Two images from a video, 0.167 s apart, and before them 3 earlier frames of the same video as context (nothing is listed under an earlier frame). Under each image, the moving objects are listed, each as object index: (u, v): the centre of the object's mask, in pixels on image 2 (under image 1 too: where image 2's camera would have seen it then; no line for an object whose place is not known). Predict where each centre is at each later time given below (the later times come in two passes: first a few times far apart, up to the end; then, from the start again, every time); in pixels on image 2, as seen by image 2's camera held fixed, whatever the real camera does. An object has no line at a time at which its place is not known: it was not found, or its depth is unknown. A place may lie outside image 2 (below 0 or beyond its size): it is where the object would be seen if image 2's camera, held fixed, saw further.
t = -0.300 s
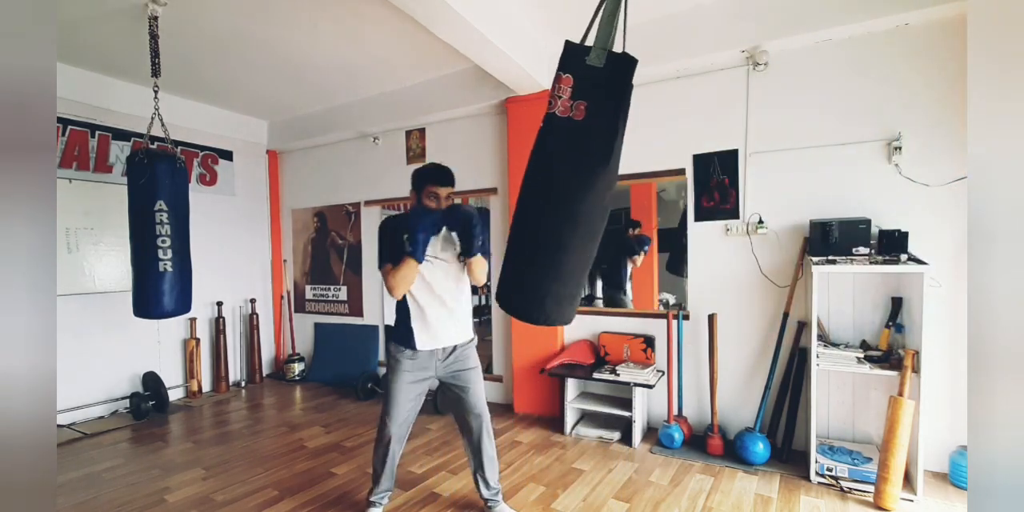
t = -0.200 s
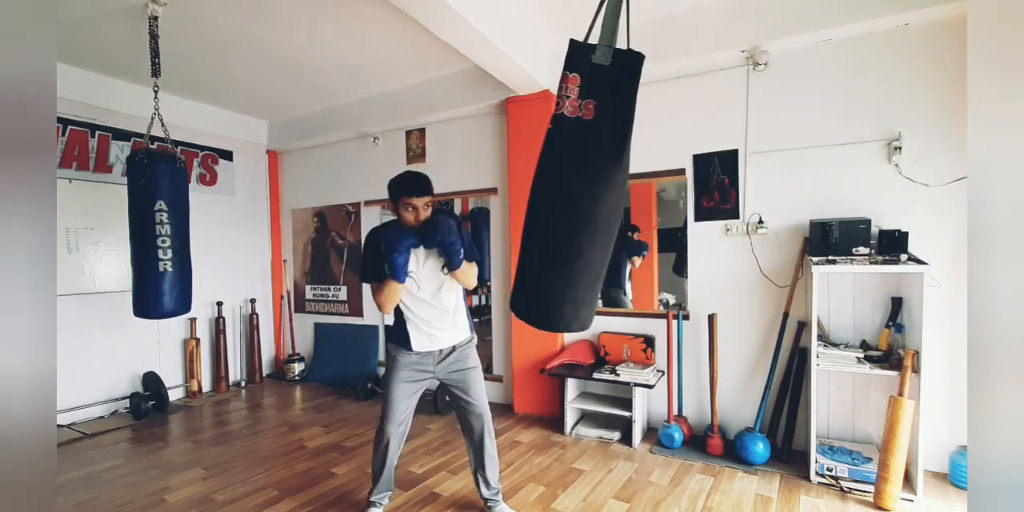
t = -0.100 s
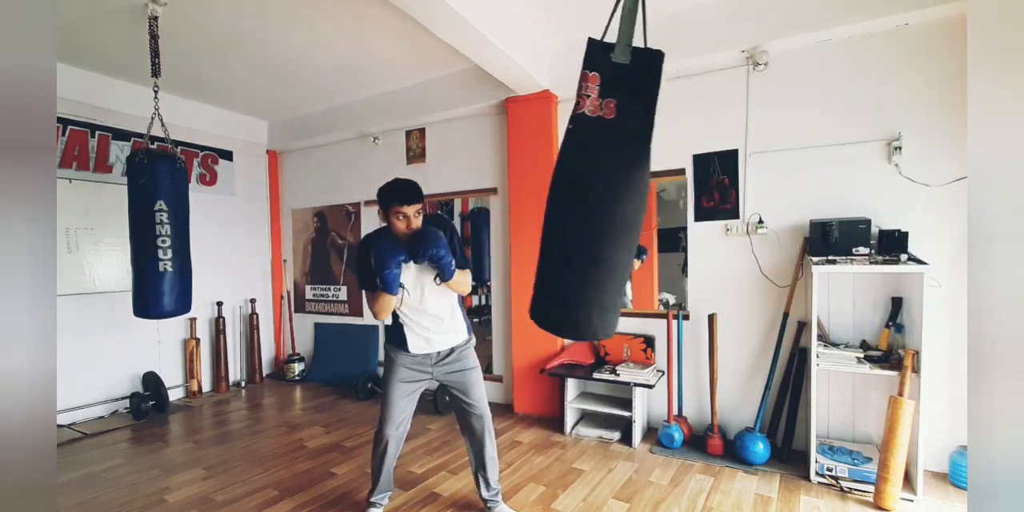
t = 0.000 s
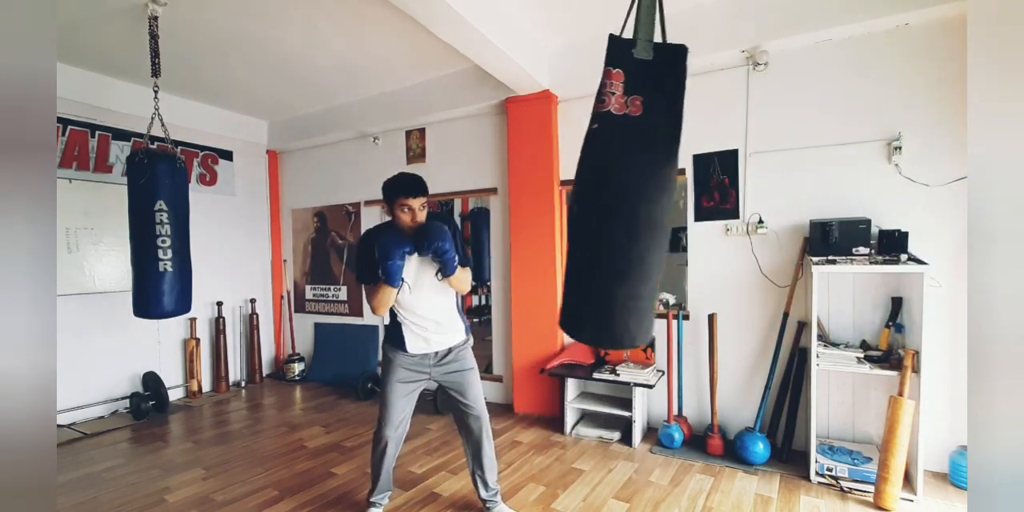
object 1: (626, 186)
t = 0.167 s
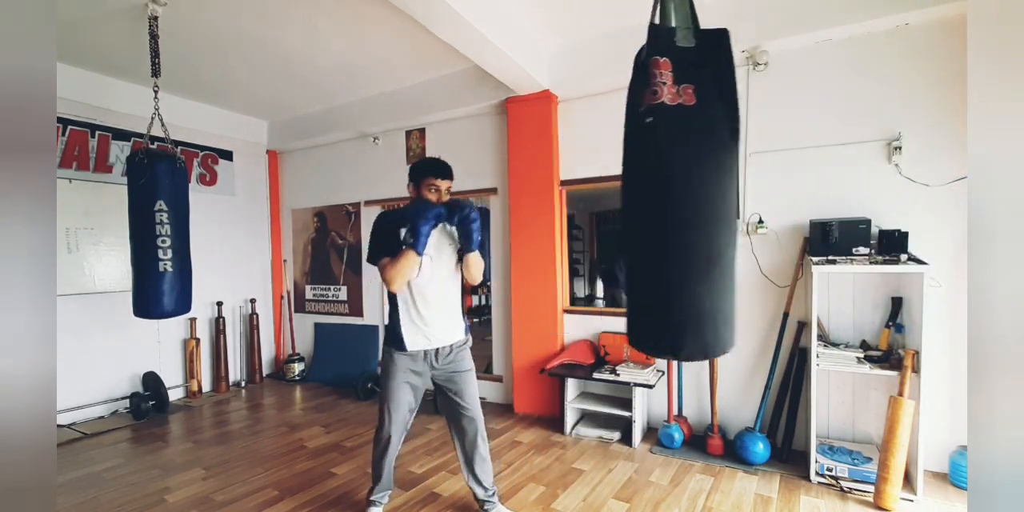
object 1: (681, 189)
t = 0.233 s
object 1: (708, 187)
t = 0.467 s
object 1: (800, 182)
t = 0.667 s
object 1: (853, 174)
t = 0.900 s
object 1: (851, 179)
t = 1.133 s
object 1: (783, 188)
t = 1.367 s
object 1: (693, 191)
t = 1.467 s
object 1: (660, 190)
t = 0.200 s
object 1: (694, 188)
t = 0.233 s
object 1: (708, 187)
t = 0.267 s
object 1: (722, 188)
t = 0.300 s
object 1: (735, 187)
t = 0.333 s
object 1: (749, 186)
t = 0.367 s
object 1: (762, 184)
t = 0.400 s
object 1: (774, 183)
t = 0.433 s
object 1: (788, 182)
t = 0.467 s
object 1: (800, 182)
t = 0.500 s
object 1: (812, 181)
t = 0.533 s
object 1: (824, 180)
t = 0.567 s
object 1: (834, 179)
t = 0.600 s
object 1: (842, 179)
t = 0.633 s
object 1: (848, 177)
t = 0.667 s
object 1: (853, 174)
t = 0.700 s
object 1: (855, 173)
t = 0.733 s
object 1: (857, 172)
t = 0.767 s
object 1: (858, 172)
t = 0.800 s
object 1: (858, 173)
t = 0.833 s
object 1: (857, 175)
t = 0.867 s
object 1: (855, 177)
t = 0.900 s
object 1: (851, 179)
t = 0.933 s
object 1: (845, 182)
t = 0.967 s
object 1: (838, 183)
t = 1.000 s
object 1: (828, 184)
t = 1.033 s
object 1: (818, 186)
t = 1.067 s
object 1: (807, 186)
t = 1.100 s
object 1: (795, 187)
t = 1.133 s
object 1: (783, 188)
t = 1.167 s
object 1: (770, 189)
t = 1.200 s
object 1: (757, 190)
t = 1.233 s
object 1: (744, 190)
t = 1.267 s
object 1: (731, 191)
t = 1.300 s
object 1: (718, 192)
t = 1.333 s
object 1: (705, 190)
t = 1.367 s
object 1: (693, 191)
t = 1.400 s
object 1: (681, 192)
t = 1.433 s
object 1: (670, 191)
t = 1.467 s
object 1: (660, 190)
